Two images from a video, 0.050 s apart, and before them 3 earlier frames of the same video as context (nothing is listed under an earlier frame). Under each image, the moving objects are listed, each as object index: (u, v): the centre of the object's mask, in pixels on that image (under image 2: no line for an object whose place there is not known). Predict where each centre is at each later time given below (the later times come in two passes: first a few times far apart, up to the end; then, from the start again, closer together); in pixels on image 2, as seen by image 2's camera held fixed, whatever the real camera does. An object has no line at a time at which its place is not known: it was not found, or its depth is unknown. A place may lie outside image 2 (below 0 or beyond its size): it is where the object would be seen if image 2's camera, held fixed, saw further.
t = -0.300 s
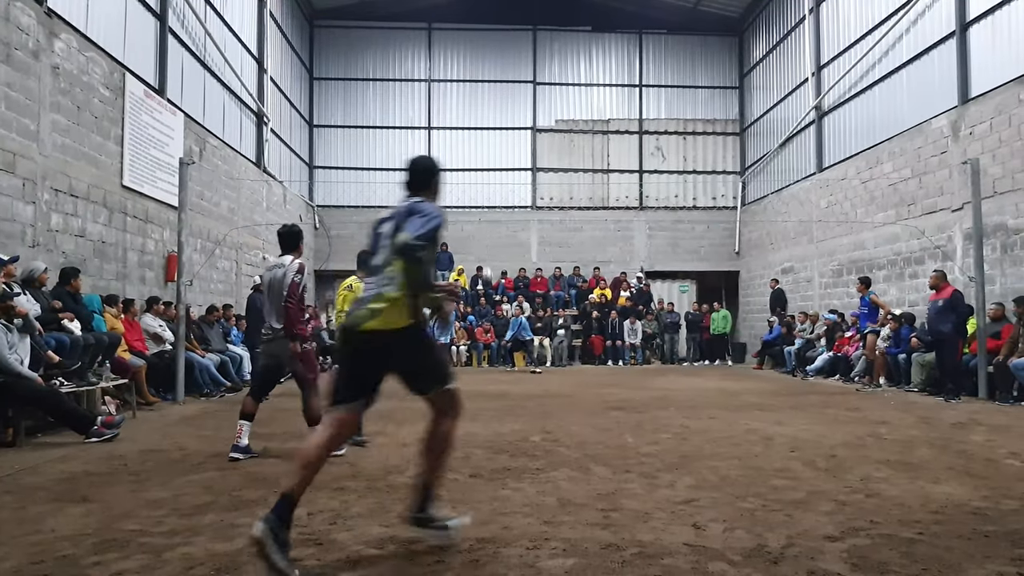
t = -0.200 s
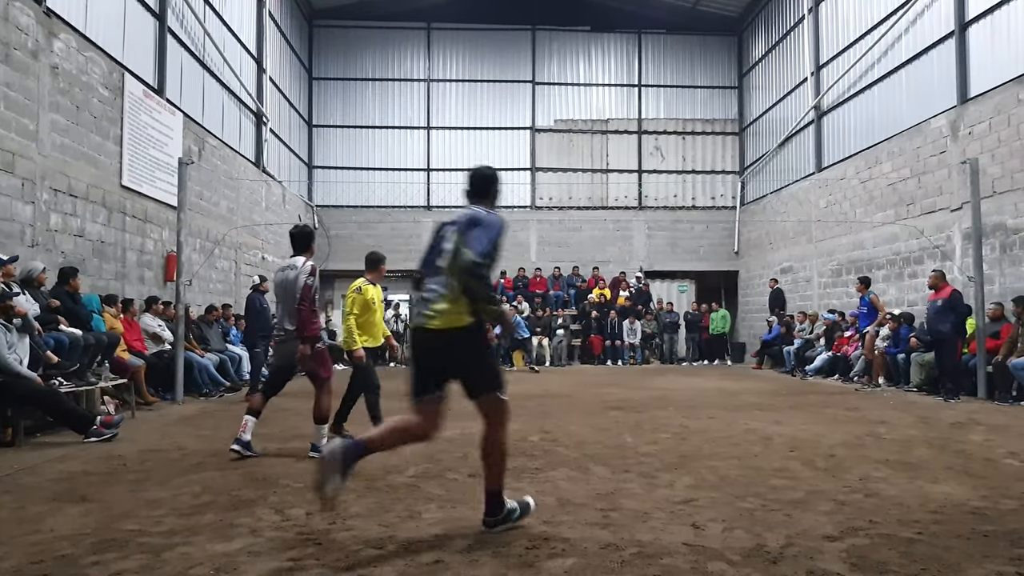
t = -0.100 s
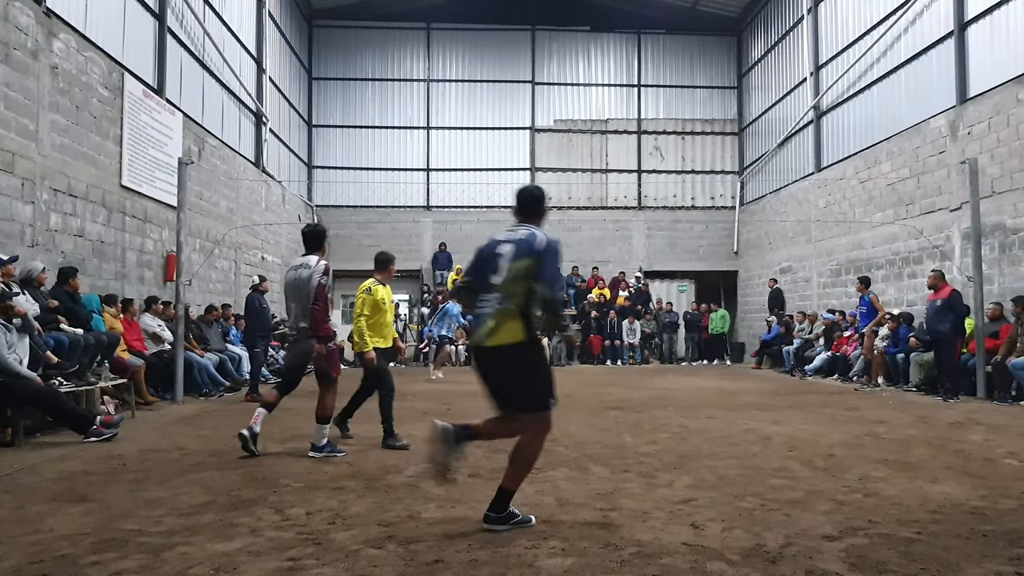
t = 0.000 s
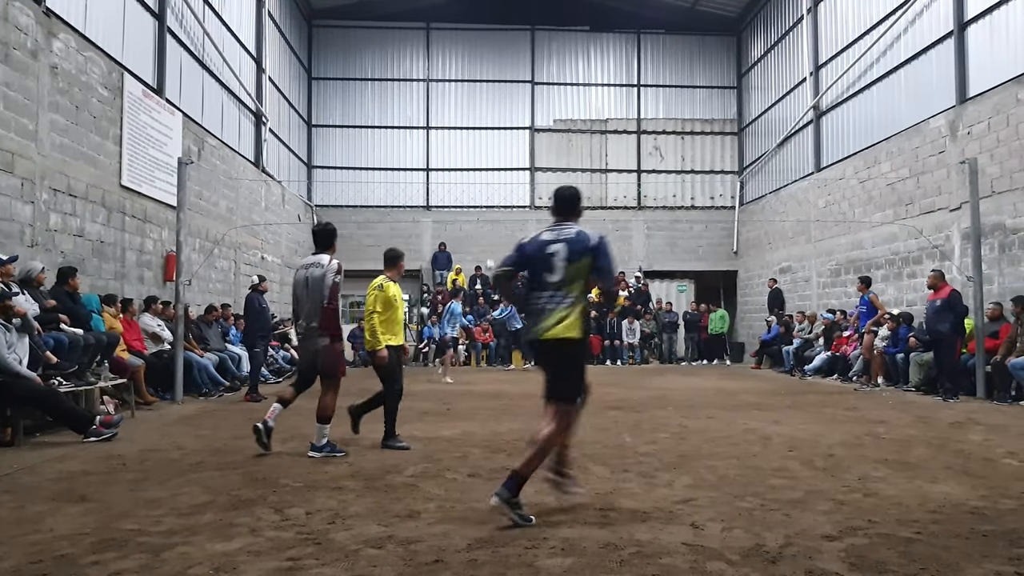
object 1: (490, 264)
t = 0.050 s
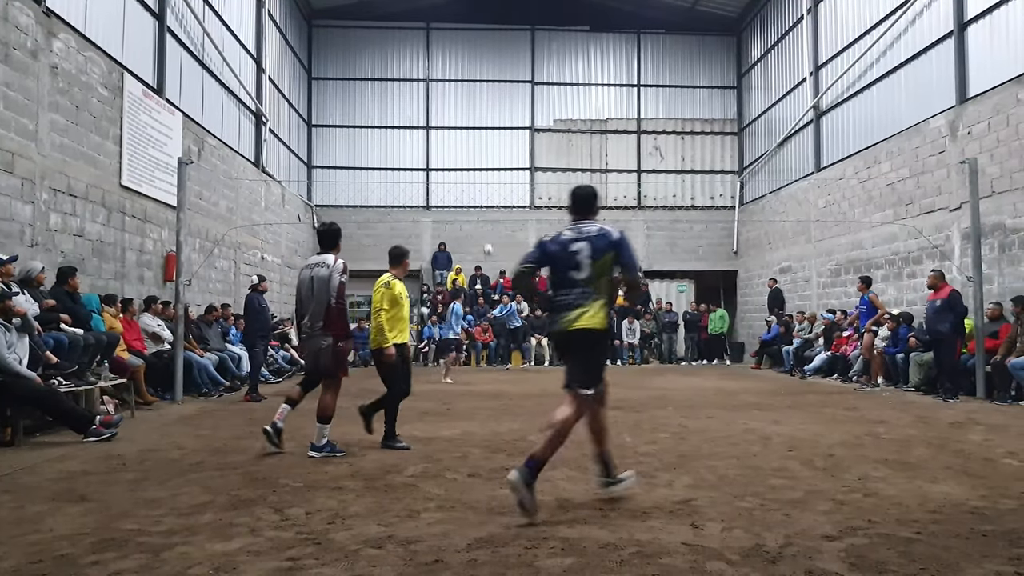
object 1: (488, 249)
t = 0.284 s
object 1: (480, 191)
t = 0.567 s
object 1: (471, 148)
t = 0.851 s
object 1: (461, 142)
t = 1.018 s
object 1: (454, 159)
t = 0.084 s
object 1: (487, 239)
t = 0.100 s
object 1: (487, 235)
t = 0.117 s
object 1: (486, 231)
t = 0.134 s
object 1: (486, 226)
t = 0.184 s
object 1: (484, 213)
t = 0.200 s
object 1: (483, 210)
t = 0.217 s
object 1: (483, 207)
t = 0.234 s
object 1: (482, 203)
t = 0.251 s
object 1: (481, 199)
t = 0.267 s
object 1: (481, 195)
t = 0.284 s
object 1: (480, 191)
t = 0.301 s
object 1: (480, 188)
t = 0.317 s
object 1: (479, 184)
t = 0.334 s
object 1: (479, 181)
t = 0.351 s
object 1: (478, 177)
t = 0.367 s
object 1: (478, 174)
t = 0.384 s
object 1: (477, 171)
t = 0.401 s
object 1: (477, 169)
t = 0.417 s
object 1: (476, 167)
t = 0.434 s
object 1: (475, 164)
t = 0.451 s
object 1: (475, 162)
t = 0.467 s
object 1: (474, 159)
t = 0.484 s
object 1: (473, 157)
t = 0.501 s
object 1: (473, 154)
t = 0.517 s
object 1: (473, 153)
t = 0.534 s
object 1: (472, 151)
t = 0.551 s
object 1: (472, 150)
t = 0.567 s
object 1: (471, 148)
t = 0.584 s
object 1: (471, 146)
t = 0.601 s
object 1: (470, 145)
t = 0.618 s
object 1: (469, 143)
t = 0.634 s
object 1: (469, 143)
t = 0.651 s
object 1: (468, 141)
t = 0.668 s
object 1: (468, 141)
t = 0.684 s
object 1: (467, 140)
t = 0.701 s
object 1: (467, 140)
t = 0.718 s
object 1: (466, 140)
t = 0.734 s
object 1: (465, 139)
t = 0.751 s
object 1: (465, 139)
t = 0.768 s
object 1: (464, 140)
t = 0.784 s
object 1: (464, 140)
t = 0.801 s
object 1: (463, 140)
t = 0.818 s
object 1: (462, 141)
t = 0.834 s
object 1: (461, 141)
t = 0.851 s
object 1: (461, 142)
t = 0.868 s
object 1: (460, 142)
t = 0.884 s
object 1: (459, 144)
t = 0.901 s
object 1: (459, 146)
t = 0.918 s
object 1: (458, 147)
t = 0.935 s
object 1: (458, 148)
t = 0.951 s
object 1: (457, 150)
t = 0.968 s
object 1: (456, 152)
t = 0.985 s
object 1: (455, 154)
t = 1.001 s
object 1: (455, 157)
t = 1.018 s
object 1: (454, 159)
